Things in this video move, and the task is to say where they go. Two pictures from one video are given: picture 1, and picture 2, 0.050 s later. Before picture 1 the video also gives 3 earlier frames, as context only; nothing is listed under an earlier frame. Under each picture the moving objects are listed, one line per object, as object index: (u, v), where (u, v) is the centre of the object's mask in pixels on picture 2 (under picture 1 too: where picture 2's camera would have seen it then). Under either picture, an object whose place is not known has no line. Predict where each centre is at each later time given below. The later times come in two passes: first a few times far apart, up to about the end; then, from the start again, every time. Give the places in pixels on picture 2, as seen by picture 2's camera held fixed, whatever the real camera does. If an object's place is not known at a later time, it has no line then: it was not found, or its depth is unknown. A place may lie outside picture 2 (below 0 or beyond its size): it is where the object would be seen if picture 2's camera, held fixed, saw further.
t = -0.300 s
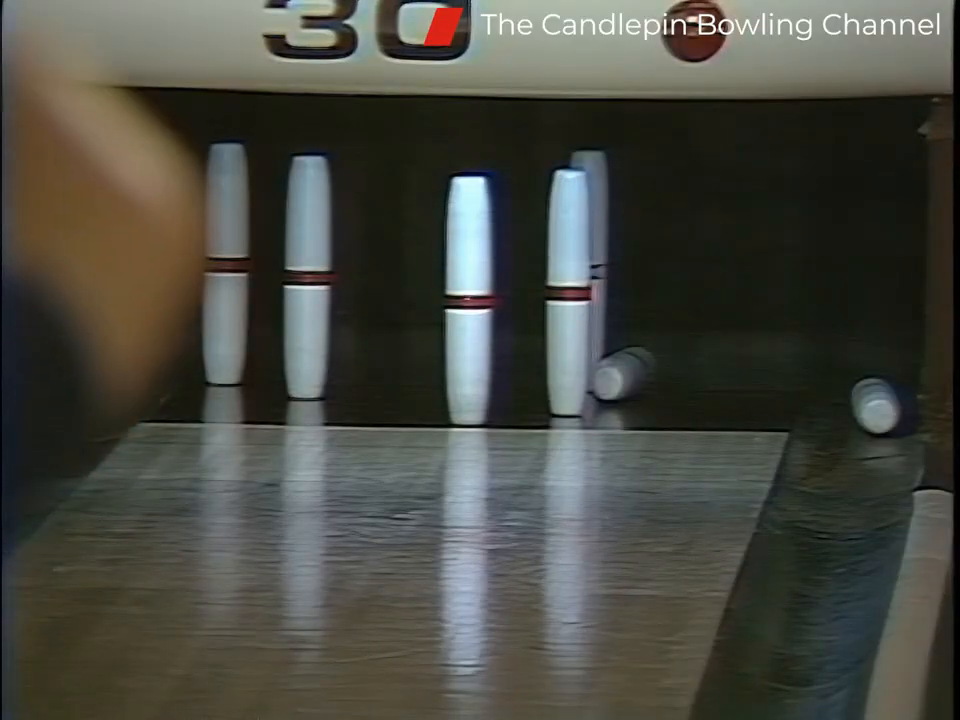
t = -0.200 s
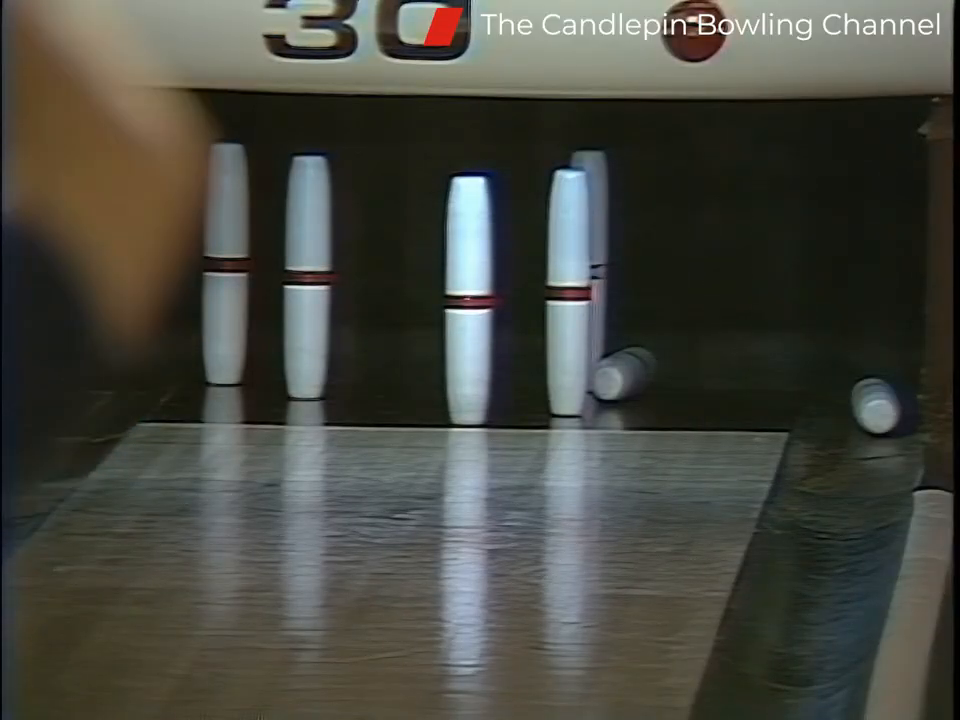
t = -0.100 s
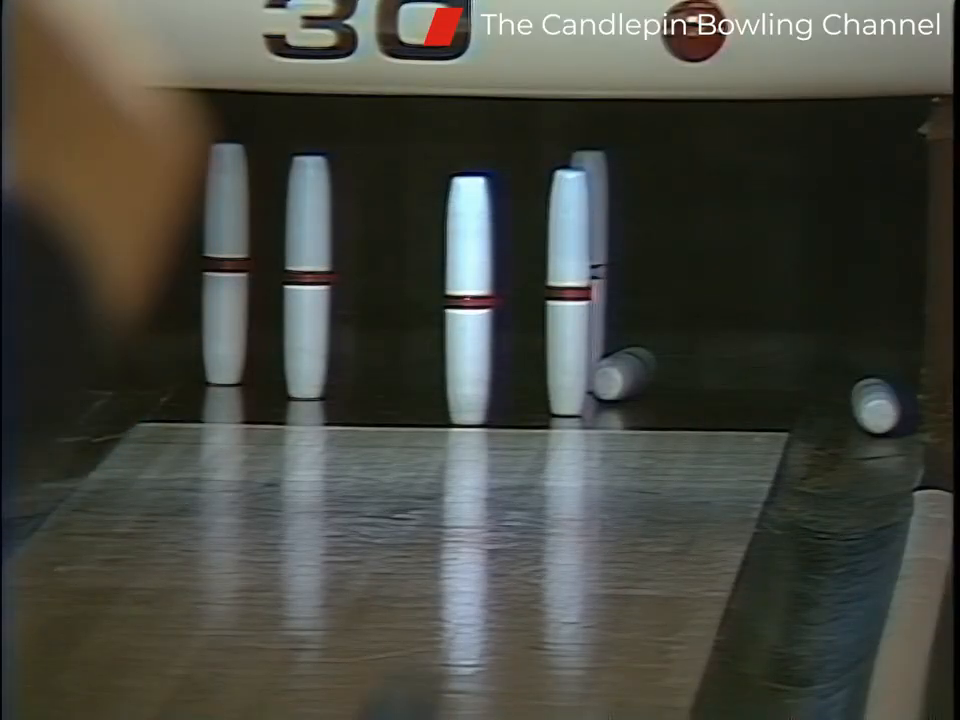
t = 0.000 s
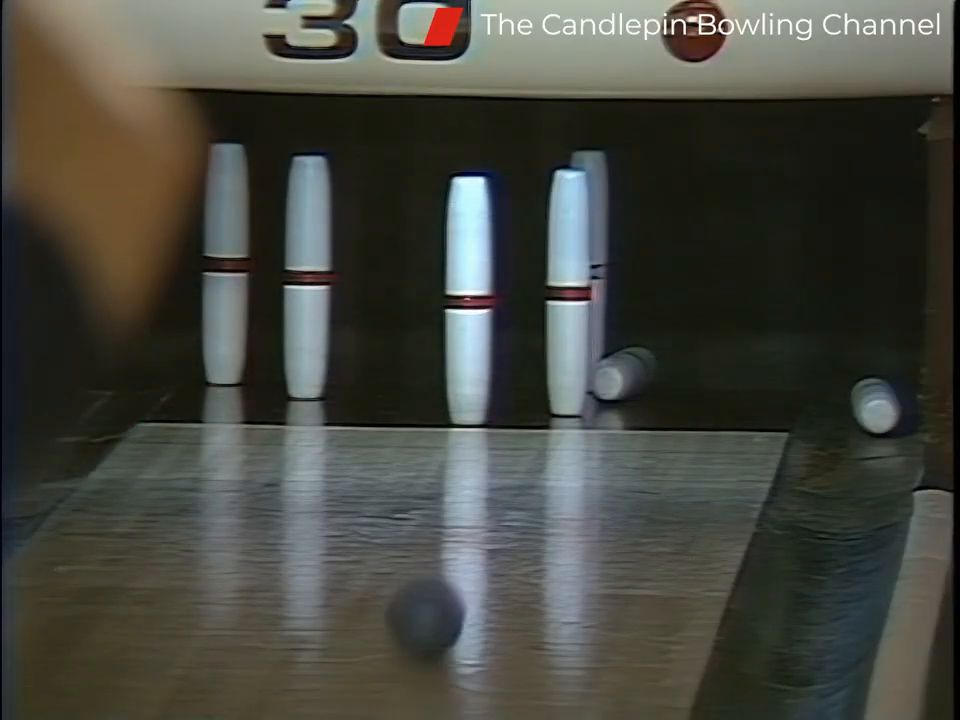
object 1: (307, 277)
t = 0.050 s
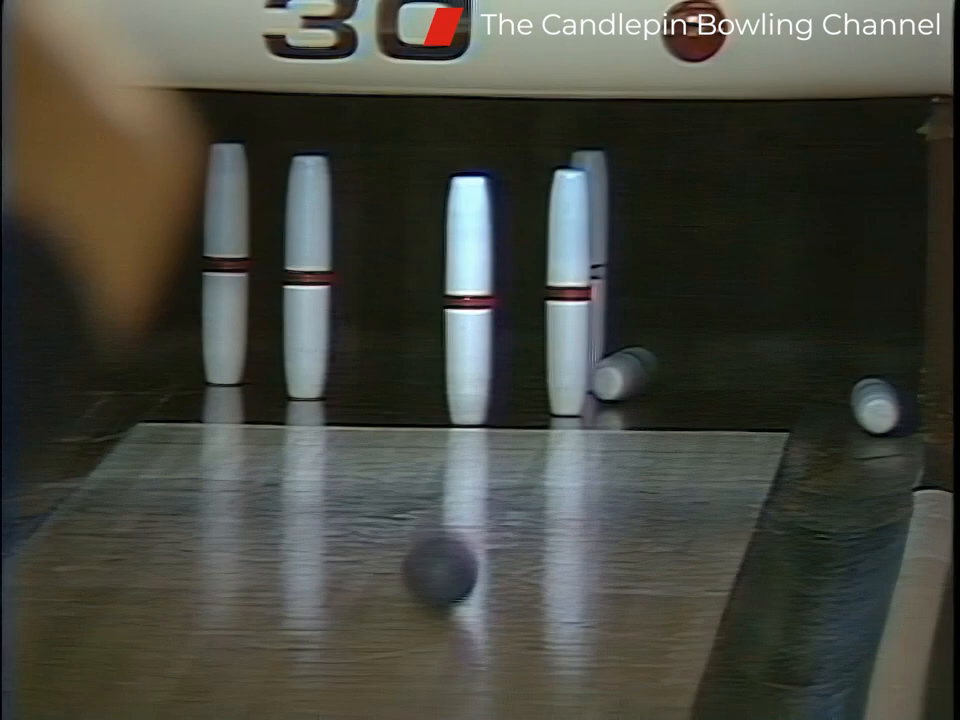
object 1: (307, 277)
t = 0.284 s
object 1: (307, 276)
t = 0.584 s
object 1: (349, 274)
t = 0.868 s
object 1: (406, 332)
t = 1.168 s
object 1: (455, 308)
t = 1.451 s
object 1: (475, 326)
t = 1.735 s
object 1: (480, 329)
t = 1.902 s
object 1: (484, 332)
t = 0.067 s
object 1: (307, 277)
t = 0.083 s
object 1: (307, 276)
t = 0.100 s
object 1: (307, 277)
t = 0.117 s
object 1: (307, 276)
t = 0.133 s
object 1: (307, 276)
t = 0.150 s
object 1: (307, 276)
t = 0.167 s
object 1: (307, 276)
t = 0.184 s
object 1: (307, 276)
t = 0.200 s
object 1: (307, 276)
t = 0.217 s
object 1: (307, 276)
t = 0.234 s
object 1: (307, 276)
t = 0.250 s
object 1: (307, 276)
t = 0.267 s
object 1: (307, 276)
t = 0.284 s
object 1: (307, 276)
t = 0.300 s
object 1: (307, 277)
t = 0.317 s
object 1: (307, 276)
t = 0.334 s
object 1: (307, 276)
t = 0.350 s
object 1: (307, 276)
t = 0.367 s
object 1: (306, 275)
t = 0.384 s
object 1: (310, 276)
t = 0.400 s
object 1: (314, 277)
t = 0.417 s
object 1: (318, 276)
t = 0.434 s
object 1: (321, 276)
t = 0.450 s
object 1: (325, 276)
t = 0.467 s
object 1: (328, 275)
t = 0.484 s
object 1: (331, 274)
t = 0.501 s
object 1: (334, 274)
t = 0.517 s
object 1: (337, 275)
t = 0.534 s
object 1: (340, 274)
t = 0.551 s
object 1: (343, 275)
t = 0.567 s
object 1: (346, 274)
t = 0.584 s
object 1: (349, 274)
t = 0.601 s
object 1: (351, 274)
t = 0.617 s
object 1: (354, 273)
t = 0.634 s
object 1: (357, 273)
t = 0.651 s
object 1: (360, 274)
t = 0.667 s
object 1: (363, 274)
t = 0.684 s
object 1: (366, 276)
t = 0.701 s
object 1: (369, 277)
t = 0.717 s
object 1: (372, 278)
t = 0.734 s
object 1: (376, 280)
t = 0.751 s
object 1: (380, 281)
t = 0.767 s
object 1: (384, 285)
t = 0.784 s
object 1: (387, 290)
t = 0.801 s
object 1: (391, 295)
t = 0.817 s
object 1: (395, 302)
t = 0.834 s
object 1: (400, 309)
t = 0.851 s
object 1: (402, 320)
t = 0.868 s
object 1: (406, 332)
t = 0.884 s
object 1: (411, 344)
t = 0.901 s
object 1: (409, 359)
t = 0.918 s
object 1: (408, 366)
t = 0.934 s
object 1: (407, 358)
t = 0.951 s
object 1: (416, 344)
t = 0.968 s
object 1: (419, 335)
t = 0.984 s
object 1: (422, 326)
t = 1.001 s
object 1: (425, 319)
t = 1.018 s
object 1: (429, 313)
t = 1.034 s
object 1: (433, 309)
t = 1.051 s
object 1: (437, 305)
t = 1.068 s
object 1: (440, 303)
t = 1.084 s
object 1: (443, 301)
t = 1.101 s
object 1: (445, 301)
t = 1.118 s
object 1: (448, 301)
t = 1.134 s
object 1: (450, 303)
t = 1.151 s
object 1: (453, 304)
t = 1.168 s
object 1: (455, 308)
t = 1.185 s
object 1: (458, 312)
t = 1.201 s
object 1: (459, 317)
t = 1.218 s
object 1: (461, 323)
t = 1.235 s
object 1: (461, 332)
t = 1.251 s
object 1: (462, 340)
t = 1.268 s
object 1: (463, 350)
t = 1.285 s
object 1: (465, 361)
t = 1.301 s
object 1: (469, 359)
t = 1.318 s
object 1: (474, 353)
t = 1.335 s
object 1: (473, 346)
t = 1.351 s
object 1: (473, 340)
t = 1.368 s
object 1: (474, 335)
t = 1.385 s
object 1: (475, 331)
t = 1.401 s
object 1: (474, 329)
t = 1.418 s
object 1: (474, 326)
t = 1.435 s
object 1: (475, 326)
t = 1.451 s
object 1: (475, 326)
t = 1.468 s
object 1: (475, 328)
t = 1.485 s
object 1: (475, 330)
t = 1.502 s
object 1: (476, 334)
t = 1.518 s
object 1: (477, 338)
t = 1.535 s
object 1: (478, 343)
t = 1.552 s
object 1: (480, 349)
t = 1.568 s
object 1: (477, 355)
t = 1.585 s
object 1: (475, 359)
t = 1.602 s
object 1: (472, 356)
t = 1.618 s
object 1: (465, 350)
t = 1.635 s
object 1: (466, 344)
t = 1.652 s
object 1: (467, 337)
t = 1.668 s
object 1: (470, 335)
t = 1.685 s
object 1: (473, 333)
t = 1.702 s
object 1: (476, 332)
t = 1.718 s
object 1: (478, 330)
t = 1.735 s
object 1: (480, 329)
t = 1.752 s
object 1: (482, 329)
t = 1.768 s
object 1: (483, 328)
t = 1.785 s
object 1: (484, 328)
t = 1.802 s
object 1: (485, 328)
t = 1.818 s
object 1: (486, 328)
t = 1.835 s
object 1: (486, 328)
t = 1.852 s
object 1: (486, 329)
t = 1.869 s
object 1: (486, 330)
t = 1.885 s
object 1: (485, 331)
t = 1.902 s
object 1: (484, 332)
